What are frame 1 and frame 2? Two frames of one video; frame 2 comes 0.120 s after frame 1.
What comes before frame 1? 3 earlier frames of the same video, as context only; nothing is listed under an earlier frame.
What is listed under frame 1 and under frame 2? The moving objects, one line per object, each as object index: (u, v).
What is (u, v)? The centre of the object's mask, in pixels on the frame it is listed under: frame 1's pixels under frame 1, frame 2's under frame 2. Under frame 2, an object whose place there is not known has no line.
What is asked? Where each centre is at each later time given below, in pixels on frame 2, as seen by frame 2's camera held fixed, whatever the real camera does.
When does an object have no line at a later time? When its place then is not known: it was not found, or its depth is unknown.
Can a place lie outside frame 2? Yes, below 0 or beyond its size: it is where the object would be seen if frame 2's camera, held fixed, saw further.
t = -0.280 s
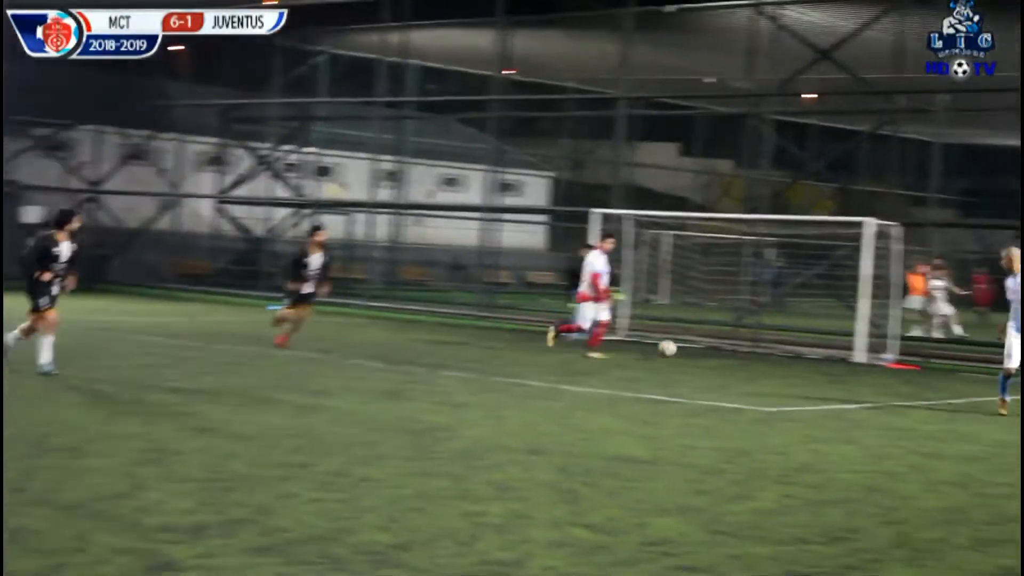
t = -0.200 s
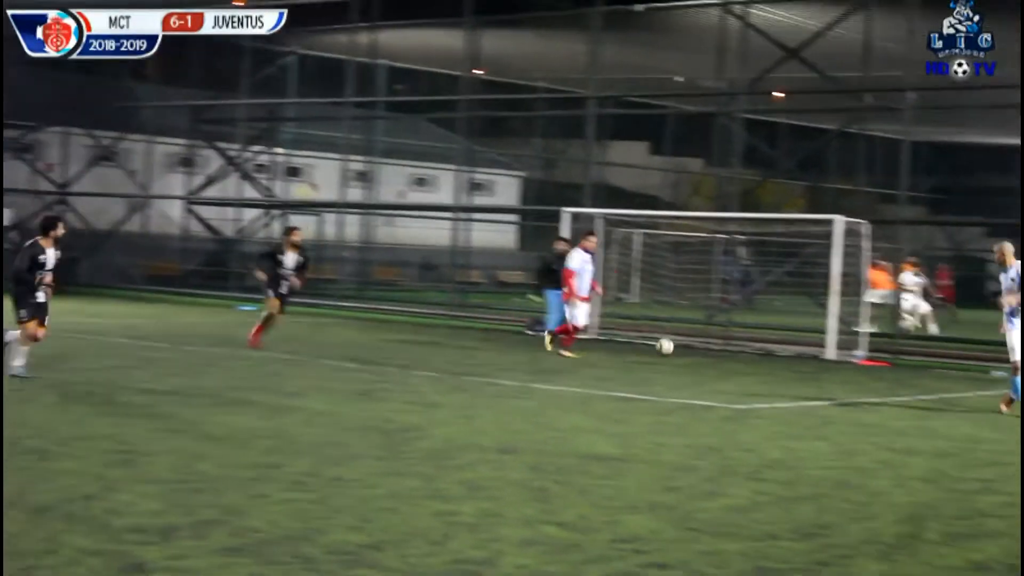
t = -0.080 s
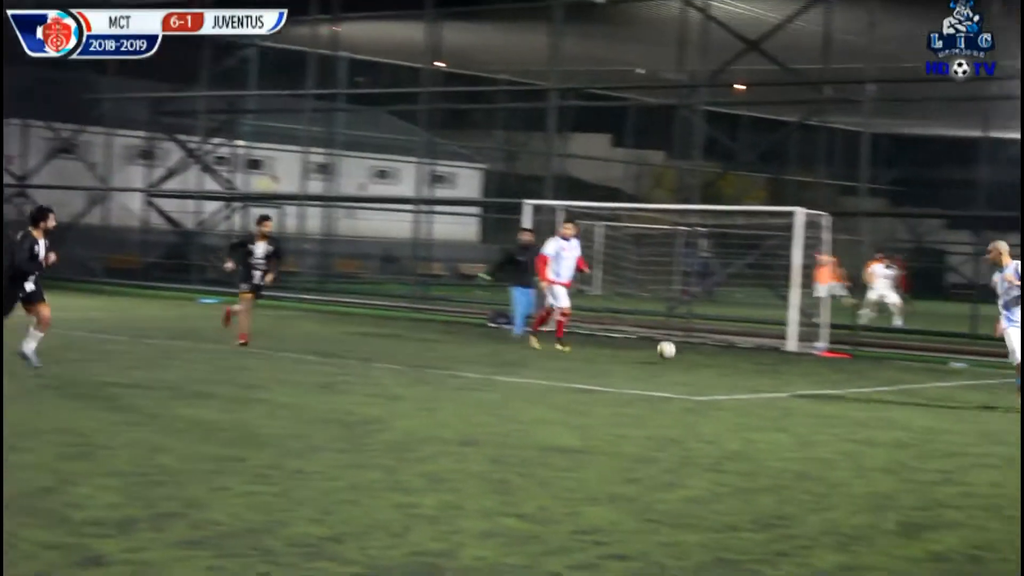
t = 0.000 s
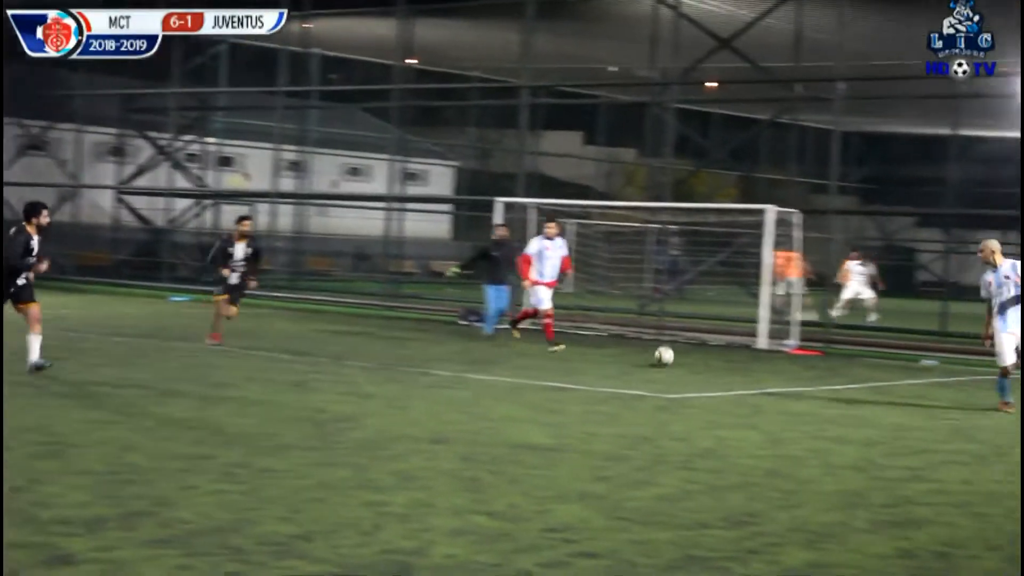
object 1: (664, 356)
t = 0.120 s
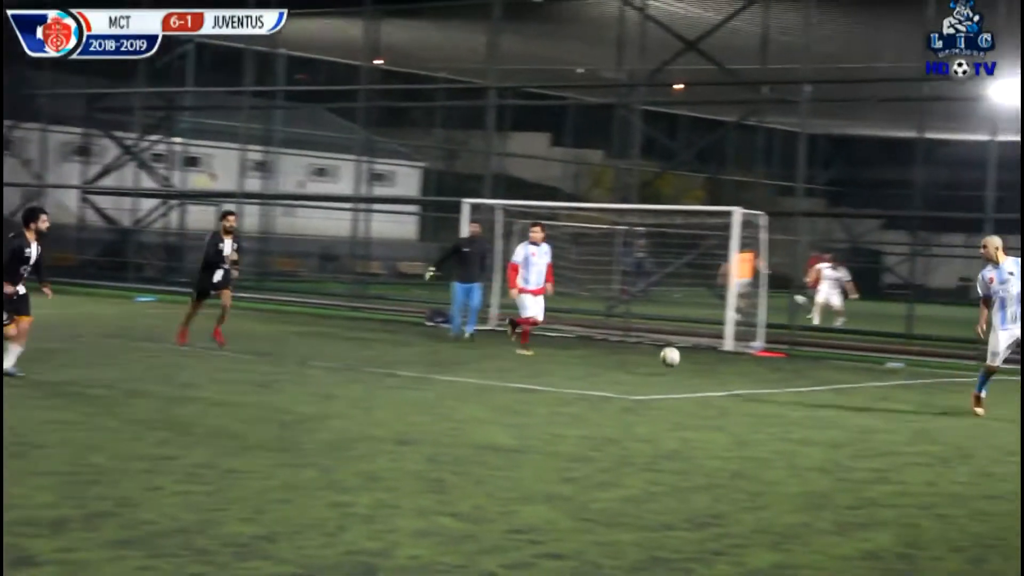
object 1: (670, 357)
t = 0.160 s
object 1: (682, 360)
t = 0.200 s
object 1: (694, 364)
